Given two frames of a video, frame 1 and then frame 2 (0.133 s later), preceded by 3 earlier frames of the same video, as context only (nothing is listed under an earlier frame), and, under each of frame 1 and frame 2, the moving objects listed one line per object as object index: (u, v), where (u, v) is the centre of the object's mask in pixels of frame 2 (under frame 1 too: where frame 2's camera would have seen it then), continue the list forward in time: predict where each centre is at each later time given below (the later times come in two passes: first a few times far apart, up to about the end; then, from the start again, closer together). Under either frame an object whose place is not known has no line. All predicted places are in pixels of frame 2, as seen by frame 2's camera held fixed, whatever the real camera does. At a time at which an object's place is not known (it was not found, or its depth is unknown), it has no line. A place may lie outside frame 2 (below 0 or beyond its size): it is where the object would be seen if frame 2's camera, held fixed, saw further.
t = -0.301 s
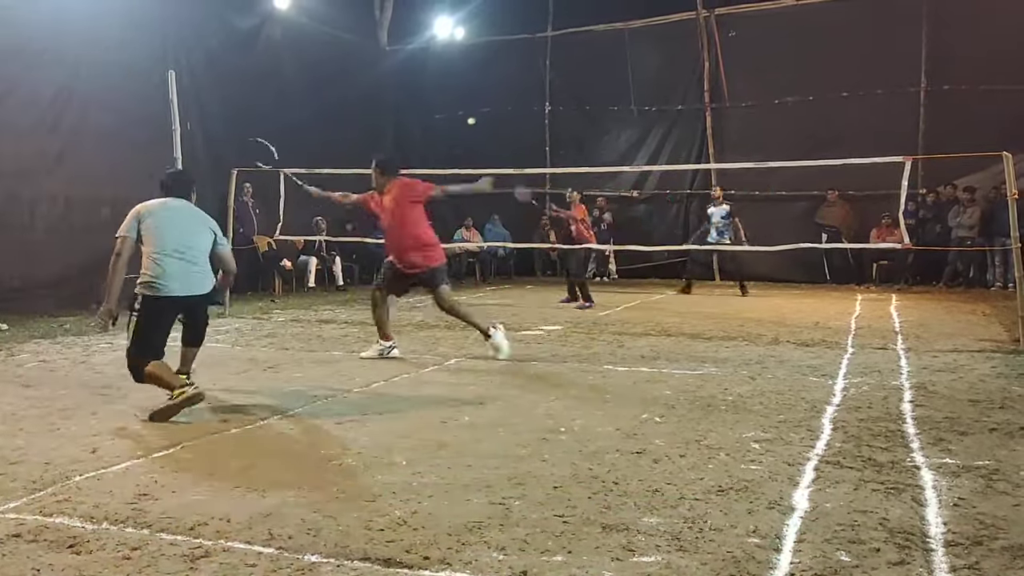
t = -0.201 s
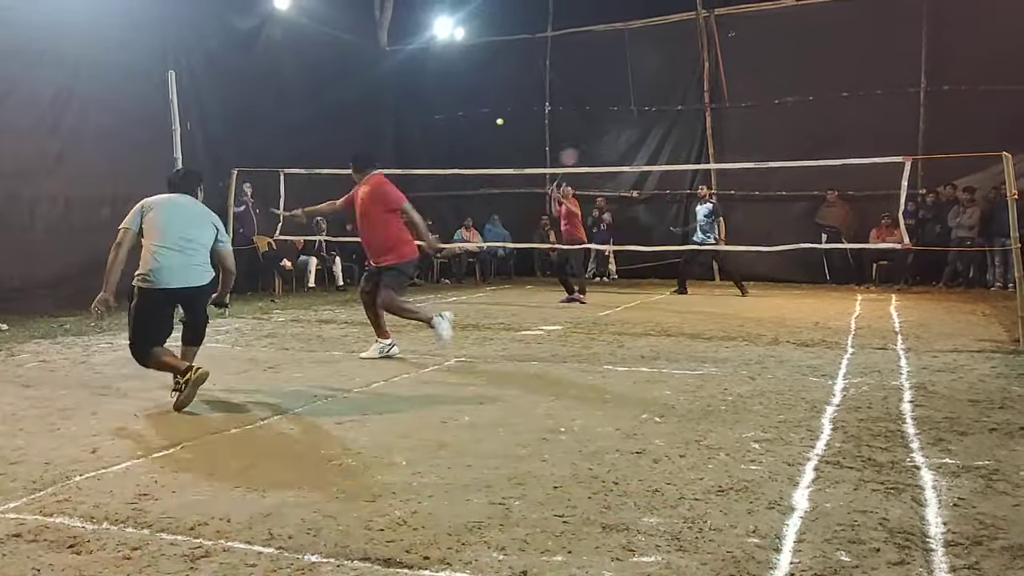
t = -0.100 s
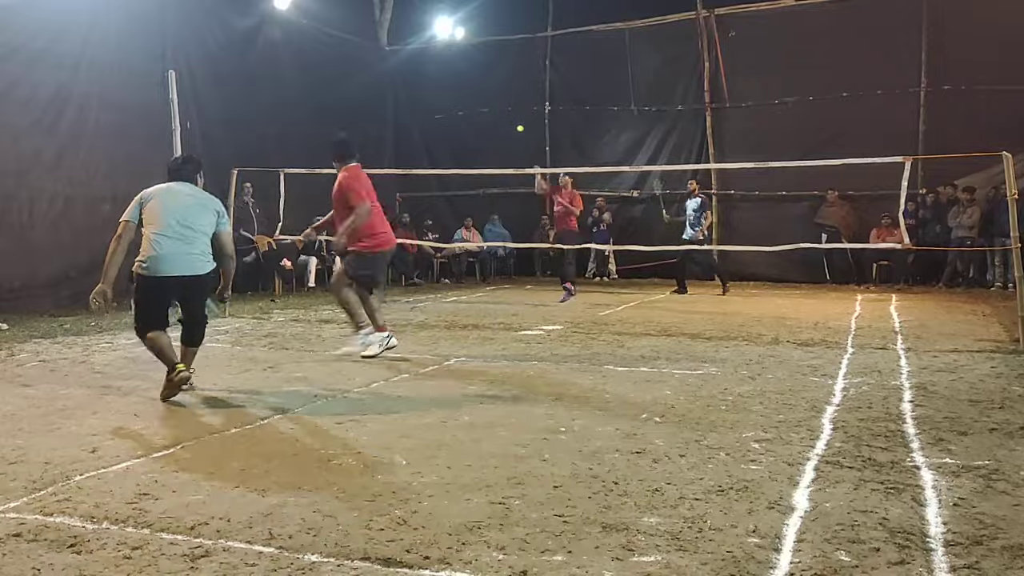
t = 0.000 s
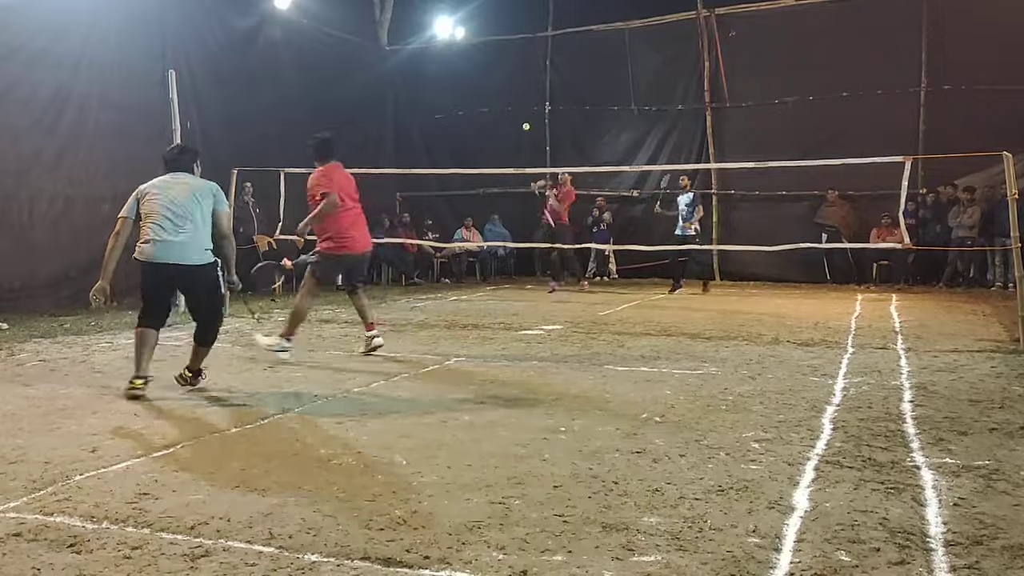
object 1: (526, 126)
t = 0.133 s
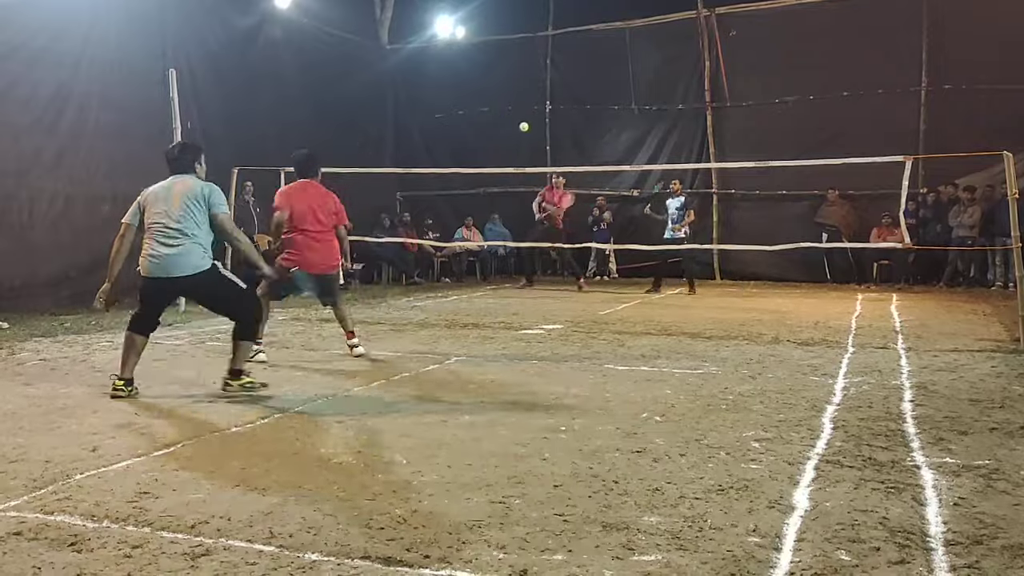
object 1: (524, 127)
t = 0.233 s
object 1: (522, 144)
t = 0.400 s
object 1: (519, 215)
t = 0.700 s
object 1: (517, 483)
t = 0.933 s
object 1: (544, 518)
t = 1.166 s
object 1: (565, 562)
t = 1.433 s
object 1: (551, 560)
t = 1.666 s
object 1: (549, 560)
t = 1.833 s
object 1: (550, 560)
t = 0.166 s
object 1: (523, 131)
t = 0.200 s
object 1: (523, 136)
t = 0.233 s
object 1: (522, 144)
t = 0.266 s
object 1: (522, 153)
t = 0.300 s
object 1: (521, 164)
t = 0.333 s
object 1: (521, 179)
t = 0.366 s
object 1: (520, 195)
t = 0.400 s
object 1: (519, 215)
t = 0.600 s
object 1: (514, 407)
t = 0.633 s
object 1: (513, 456)
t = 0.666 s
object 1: (512, 492)
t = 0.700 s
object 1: (517, 483)
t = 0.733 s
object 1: (521, 477)
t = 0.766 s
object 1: (524, 476)
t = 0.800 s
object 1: (527, 477)
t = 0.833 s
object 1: (530, 482)
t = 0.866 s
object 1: (534, 490)
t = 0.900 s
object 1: (539, 502)
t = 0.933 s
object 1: (544, 518)
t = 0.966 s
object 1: (551, 538)
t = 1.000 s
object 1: (554, 543)
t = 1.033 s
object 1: (553, 540)
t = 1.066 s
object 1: (552, 540)
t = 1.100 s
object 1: (554, 544)
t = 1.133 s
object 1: (558, 552)
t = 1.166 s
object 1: (565, 562)
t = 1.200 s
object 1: (562, 555)
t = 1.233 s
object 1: (560, 552)
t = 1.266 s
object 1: (558, 553)
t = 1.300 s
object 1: (555, 558)
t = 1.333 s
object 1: (553, 561)
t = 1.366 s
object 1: (552, 559)
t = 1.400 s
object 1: (551, 560)
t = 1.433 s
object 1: (551, 560)
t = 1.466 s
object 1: (550, 560)
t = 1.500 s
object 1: (550, 560)
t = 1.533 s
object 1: (549, 560)
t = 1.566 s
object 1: (549, 560)
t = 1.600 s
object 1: (549, 560)
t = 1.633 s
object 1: (549, 560)
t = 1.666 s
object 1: (549, 560)
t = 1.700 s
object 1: (549, 560)
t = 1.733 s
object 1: (549, 560)
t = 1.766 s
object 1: (550, 560)
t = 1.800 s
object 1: (550, 560)
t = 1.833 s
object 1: (550, 560)
